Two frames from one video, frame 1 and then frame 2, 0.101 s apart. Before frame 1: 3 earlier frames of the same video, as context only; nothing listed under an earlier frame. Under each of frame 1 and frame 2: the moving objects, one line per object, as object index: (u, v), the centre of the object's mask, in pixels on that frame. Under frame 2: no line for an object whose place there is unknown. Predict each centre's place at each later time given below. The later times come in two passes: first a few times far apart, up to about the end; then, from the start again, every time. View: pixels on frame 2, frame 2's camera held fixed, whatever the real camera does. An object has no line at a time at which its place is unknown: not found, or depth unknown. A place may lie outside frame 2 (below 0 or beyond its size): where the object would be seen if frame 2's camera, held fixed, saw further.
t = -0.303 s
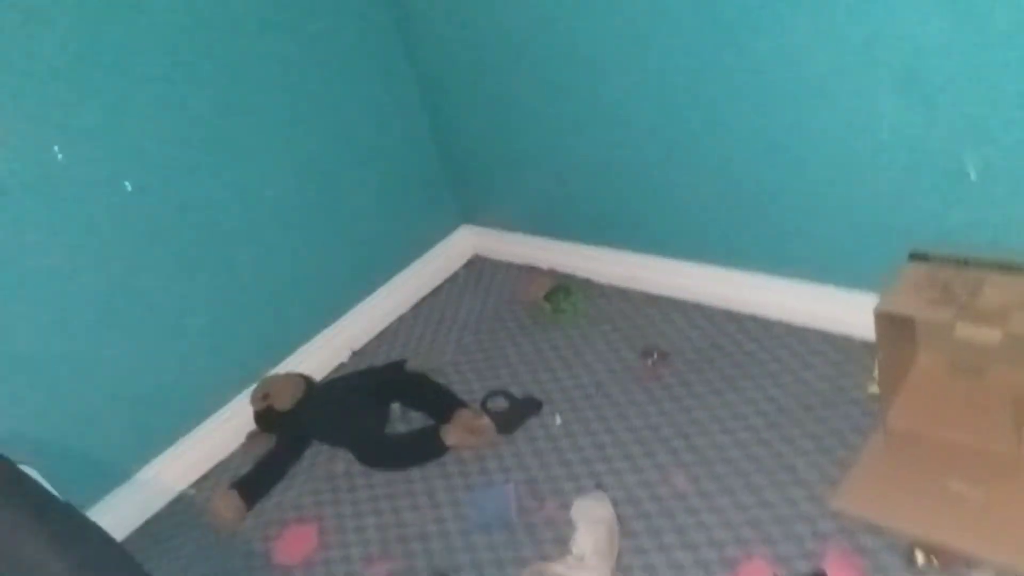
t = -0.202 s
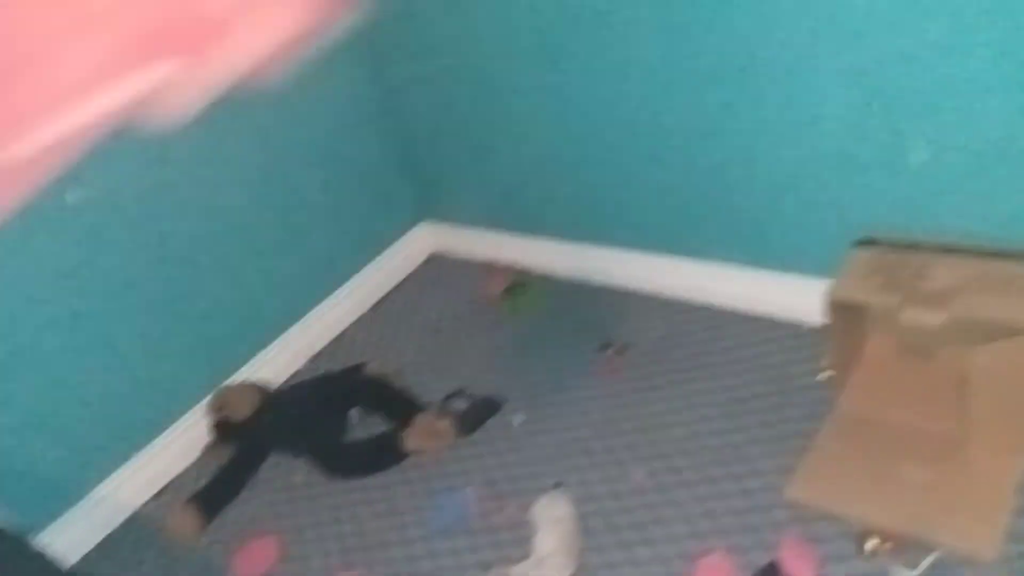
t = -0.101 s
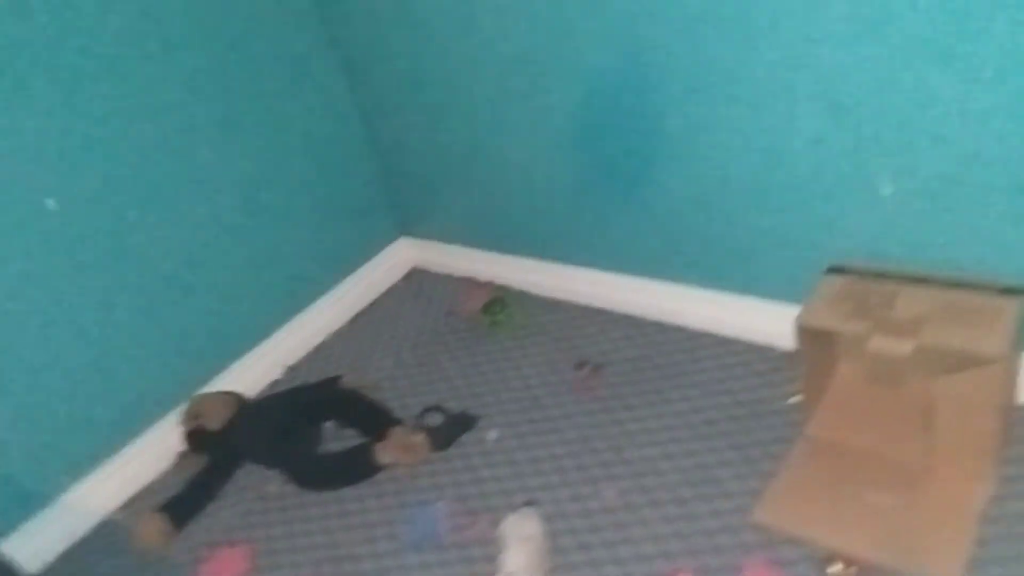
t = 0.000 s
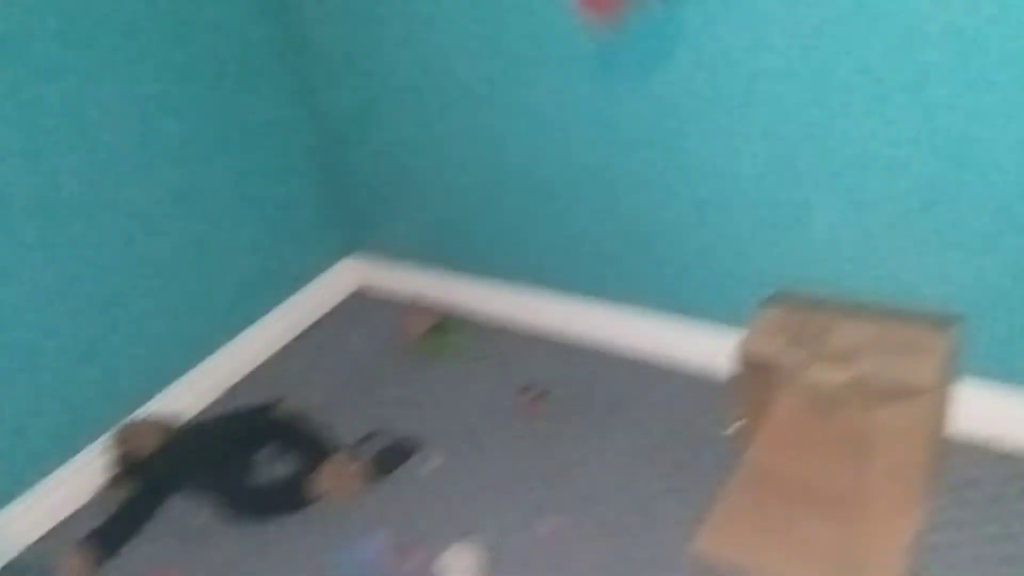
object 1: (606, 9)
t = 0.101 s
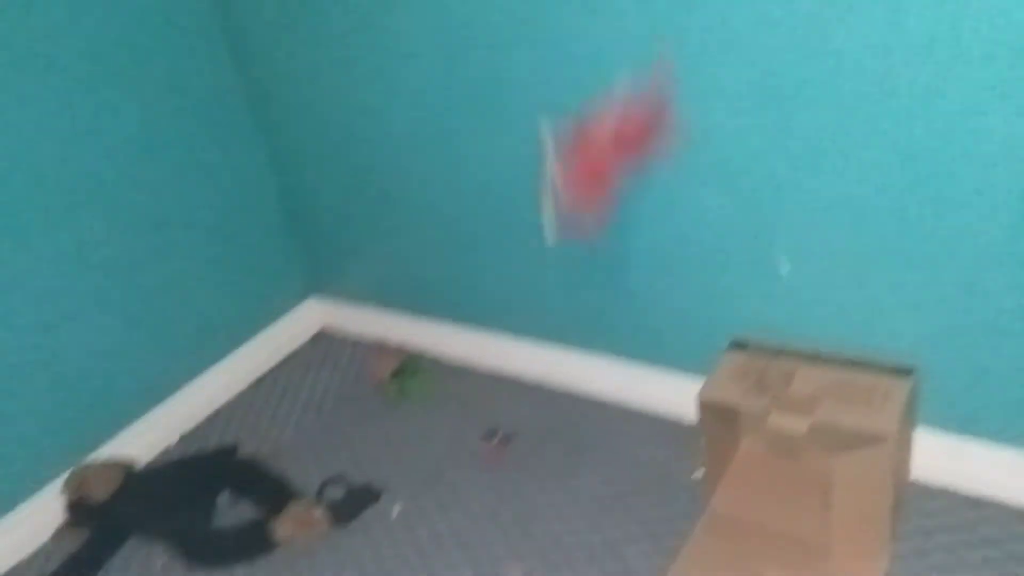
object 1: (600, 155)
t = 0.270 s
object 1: (606, 506)
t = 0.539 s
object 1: (472, 493)
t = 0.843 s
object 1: (402, 493)
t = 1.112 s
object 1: (438, 482)
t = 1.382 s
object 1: (438, 486)
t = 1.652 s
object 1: (439, 487)
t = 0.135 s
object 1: (603, 229)
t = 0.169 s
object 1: (611, 296)
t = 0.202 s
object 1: (612, 373)
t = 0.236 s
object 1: (614, 451)
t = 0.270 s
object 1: (606, 506)
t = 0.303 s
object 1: (593, 502)
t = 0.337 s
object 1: (570, 489)
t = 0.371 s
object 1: (549, 475)
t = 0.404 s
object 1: (522, 469)
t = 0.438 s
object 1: (506, 474)
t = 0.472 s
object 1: (493, 482)
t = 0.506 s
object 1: (484, 487)
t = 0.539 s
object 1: (472, 493)
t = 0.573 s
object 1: (457, 503)
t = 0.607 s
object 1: (442, 502)
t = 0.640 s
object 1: (428, 507)
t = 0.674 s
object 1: (419, 511)
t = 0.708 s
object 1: (411, 518)
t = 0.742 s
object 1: (399, 516)
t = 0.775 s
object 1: (395, 508)
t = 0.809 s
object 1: (399, 497)
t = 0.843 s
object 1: (402, 493)
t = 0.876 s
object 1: (407, 491)
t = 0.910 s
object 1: (414, 488)
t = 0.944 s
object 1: (430, 484)
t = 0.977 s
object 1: (437, 487)
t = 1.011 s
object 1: (440, 487)
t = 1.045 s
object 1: (440, 483)
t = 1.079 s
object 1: (440, 482)
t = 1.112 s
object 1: (438, 482)
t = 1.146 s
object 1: (440, 484)
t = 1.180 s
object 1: (438, 485)
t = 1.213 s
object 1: (437, 488)
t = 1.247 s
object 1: (437, 489)
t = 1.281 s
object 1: (437, 488)
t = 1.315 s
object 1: (438, 487)
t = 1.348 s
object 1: (438, 487)
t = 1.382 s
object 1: (438, 486)
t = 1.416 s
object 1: (437, 487)
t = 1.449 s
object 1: (439, 486)
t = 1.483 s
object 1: (438, 487)
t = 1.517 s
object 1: (438, 487)
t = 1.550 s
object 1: (438, 487)
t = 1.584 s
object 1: (439, 486)
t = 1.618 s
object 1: (439, 486)
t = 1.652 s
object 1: (439, 487)
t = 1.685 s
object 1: (438, 486)
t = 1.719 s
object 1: (438, 486)
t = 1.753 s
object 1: (437, 487)
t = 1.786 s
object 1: (438, 486)
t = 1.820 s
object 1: (438, 486)
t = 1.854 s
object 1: (439, 486)
